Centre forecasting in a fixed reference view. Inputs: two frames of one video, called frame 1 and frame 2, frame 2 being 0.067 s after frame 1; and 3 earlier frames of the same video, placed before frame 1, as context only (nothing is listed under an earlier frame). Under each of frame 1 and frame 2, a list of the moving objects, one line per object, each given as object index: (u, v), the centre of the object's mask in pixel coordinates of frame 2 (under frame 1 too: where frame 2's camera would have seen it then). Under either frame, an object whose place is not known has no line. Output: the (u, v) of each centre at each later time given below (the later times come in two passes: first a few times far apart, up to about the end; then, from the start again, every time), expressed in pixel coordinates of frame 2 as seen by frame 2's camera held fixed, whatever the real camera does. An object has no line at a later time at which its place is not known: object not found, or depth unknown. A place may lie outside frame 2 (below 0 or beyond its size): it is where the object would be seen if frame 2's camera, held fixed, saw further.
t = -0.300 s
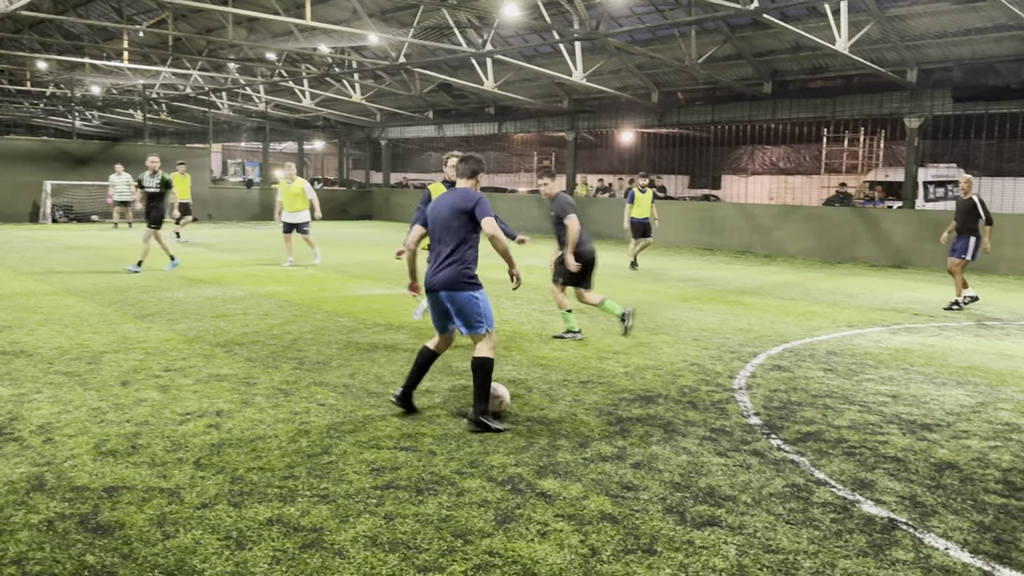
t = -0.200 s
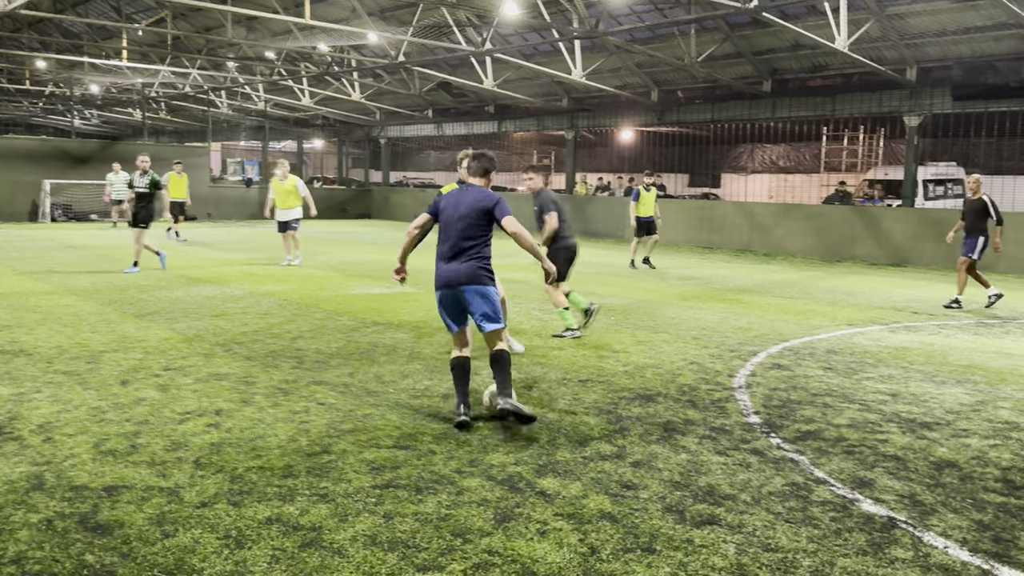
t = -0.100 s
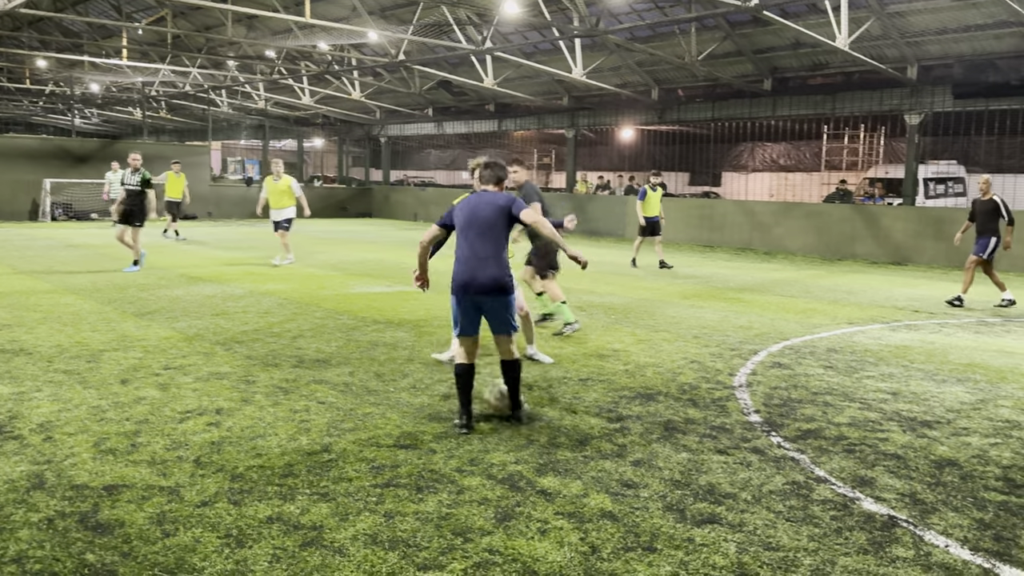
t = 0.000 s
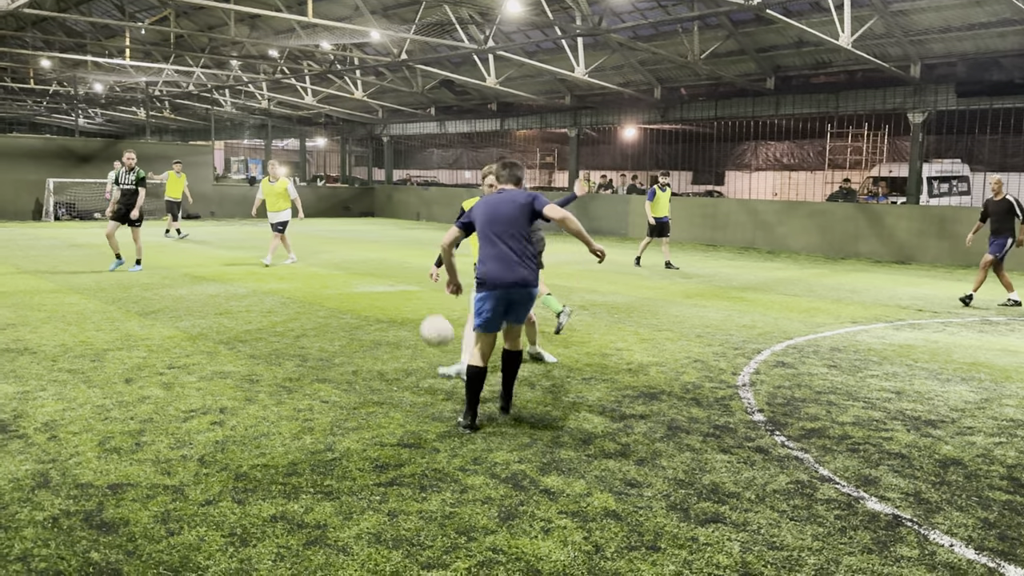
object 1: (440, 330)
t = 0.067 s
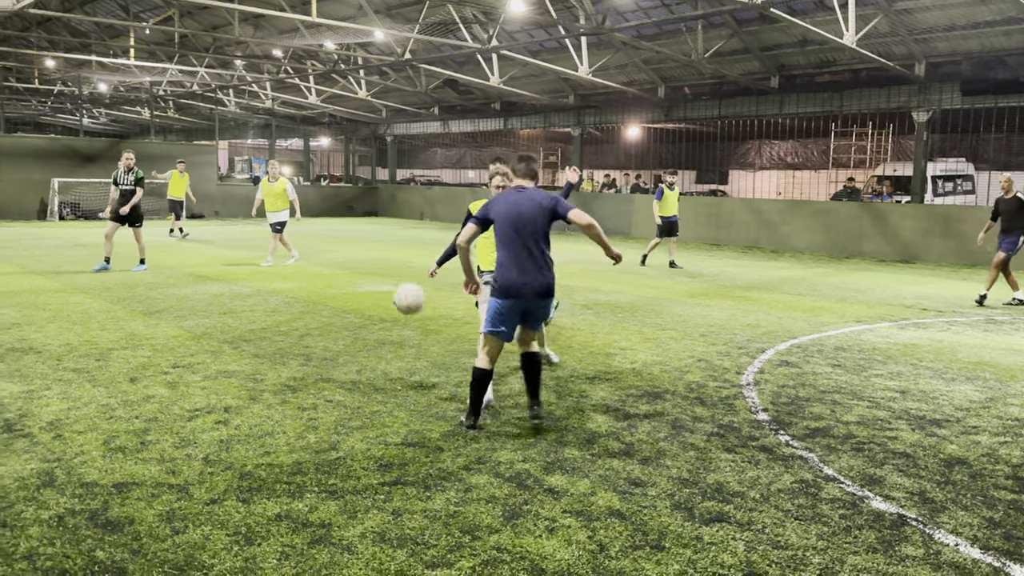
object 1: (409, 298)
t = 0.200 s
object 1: (346, 252)
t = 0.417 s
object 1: (247, 231)
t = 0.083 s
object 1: (399, 290)
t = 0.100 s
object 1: (392, 283)
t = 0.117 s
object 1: (385, 278)
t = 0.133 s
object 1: (376, 271)
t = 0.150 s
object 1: (368, 266)
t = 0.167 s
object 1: (361, 261)
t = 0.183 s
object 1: (353, 256)
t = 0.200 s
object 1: (346, 252)
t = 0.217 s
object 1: (338, 248)
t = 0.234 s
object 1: (330, 245)
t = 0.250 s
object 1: (323, 242)
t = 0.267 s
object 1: (315, 239)
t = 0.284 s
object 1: (307, 236)
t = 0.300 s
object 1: (301, 235)
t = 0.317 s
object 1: (292, 233)
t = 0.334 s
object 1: (284, 232)
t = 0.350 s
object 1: (277, 231)
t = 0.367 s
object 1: (270, 232)
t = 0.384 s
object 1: (261, 232)
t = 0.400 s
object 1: (254, 231)
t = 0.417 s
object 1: (247, 231)
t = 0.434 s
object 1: (240, 232)
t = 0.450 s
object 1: (232, 235)
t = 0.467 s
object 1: (225, 237)
